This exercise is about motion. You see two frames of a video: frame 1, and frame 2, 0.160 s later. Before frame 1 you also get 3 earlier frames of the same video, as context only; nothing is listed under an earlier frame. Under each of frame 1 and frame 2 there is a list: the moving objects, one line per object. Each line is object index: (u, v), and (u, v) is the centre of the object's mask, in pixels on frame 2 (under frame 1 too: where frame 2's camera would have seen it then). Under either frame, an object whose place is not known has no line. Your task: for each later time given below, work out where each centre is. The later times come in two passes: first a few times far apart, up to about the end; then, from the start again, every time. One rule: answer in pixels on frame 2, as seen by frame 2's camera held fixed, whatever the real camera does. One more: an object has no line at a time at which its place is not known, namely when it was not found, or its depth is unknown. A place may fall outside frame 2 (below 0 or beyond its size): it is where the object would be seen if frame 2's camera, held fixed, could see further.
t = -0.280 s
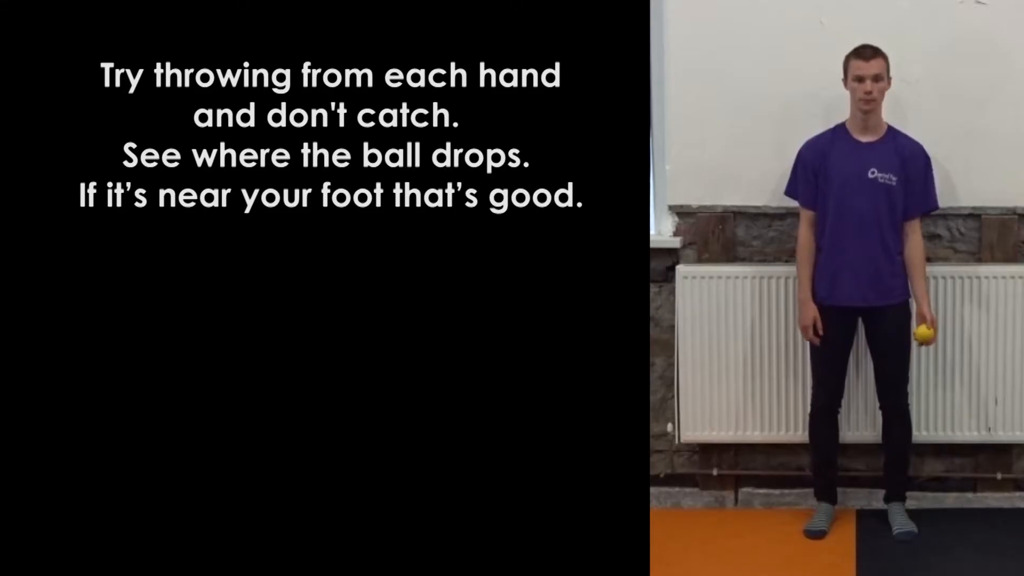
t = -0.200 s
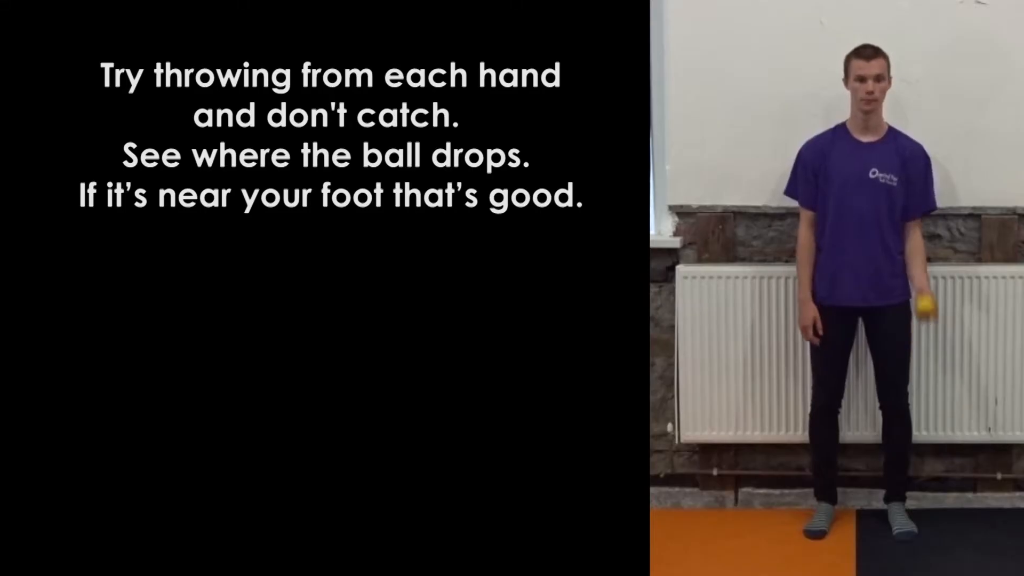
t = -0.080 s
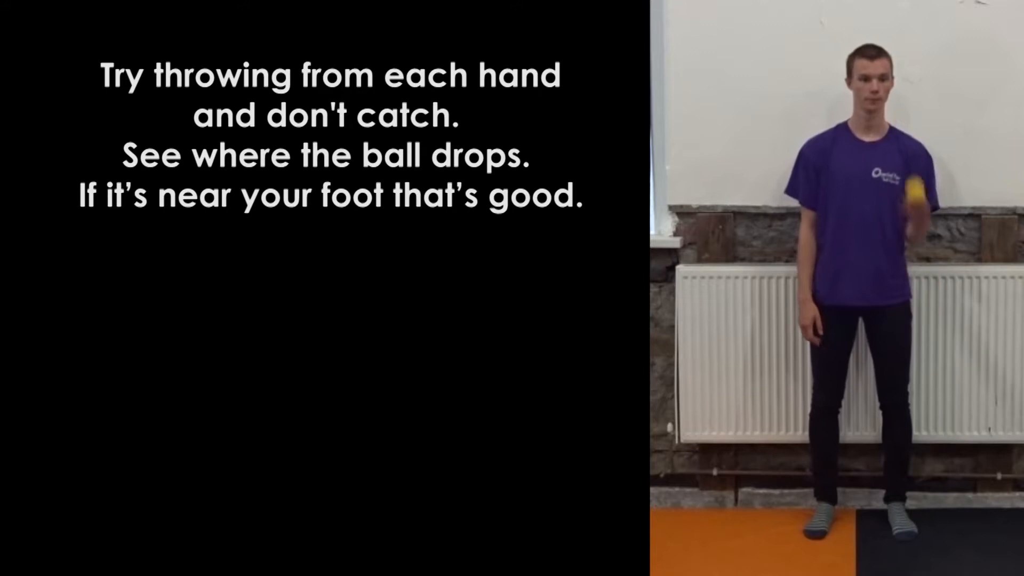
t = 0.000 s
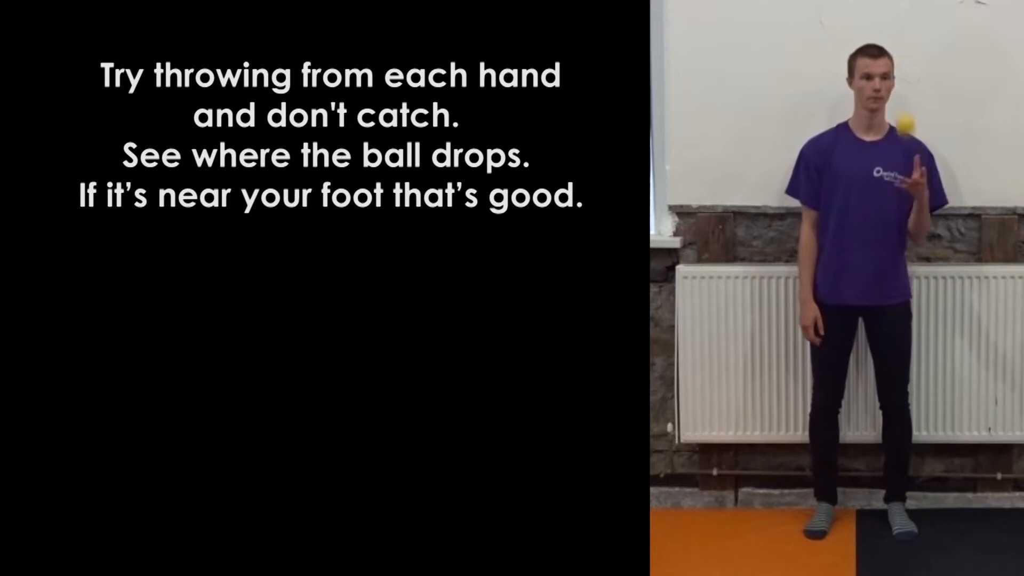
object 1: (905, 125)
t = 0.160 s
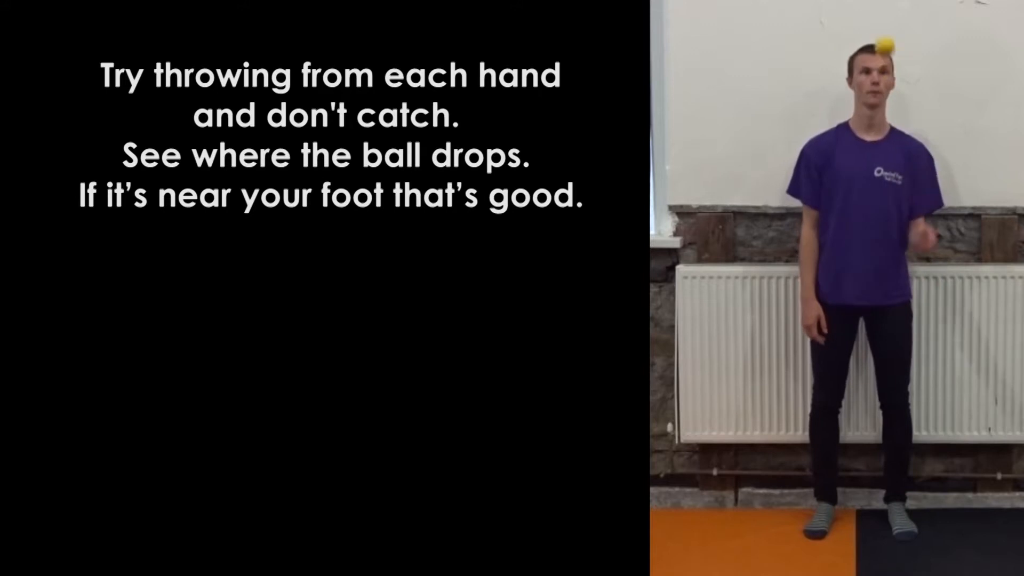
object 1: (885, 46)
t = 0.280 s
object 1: (869, 37)
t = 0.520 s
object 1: (837, 145)
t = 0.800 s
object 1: (803, 476)
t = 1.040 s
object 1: (795, 466)
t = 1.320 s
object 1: (791, 531)
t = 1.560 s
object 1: (787, 532)
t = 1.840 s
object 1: (787, 532)
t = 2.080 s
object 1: (787, 532)
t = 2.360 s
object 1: (787, 532)
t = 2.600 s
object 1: (787, 532)
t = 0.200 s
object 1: (879, 38)
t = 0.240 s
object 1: (874, 35)
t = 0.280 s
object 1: (869, 37)
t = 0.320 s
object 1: (863, 43)
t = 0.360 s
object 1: (858, 53)
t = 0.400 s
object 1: (853, 69)
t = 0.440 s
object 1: (847, 90)
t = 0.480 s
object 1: (842, 115)
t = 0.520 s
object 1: (837, 145)
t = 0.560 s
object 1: (832, 181)
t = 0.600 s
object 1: (827, 219)
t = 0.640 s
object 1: (822, 263)
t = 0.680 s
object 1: (818, 311)
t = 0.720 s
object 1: (814, 360)
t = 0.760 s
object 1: (809, 418)
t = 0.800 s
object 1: (803, 476)
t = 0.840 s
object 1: (799, 534)
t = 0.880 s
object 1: (797, 515)
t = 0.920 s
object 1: (797, 496)
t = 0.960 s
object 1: (796, 482)
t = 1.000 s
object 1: (795, 472)
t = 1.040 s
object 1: (795, 466)
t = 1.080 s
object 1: (794, 464)
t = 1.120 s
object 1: (793, 466)
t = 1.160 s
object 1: (793, 472)
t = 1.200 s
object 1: (792, 482)
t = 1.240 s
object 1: (792, 496)
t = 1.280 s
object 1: (792, 515)
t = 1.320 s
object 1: (791, 531)
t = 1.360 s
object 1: (790, 526)
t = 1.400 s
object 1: (789, 525)
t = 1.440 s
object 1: (788, 527)
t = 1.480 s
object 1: (787, 532)
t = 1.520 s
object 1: (787, 531)
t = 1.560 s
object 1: (787, 532)
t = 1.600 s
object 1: (787, 532)
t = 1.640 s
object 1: (787, 532)
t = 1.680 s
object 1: (787, 532)
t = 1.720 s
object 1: (787, 532)
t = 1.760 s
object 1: (787, 532)
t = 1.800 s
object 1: (787, 532)
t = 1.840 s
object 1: (787, 532)
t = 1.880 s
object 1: (787, 532)
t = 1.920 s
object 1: (787, 532)
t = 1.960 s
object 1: (787, 532)
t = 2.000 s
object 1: (787, 532)
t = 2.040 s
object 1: (787, 532)
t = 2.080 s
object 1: (787, 532)
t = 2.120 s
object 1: (787, 532)
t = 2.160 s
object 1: (787, 532)
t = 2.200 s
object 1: (787, 532)
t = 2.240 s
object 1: (787, 532)
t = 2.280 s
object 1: (787, 532)
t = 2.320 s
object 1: (787, 532)
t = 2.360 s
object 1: (787, 532)
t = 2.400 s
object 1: (787, 532)
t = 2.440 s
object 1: (787, 532)
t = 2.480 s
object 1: (787, 532)
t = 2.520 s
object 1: (787, 532)
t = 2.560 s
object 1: (787, 532)
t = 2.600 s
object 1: (787, 532)
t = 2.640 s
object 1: (787, 532)
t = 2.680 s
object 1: (787, 532)
